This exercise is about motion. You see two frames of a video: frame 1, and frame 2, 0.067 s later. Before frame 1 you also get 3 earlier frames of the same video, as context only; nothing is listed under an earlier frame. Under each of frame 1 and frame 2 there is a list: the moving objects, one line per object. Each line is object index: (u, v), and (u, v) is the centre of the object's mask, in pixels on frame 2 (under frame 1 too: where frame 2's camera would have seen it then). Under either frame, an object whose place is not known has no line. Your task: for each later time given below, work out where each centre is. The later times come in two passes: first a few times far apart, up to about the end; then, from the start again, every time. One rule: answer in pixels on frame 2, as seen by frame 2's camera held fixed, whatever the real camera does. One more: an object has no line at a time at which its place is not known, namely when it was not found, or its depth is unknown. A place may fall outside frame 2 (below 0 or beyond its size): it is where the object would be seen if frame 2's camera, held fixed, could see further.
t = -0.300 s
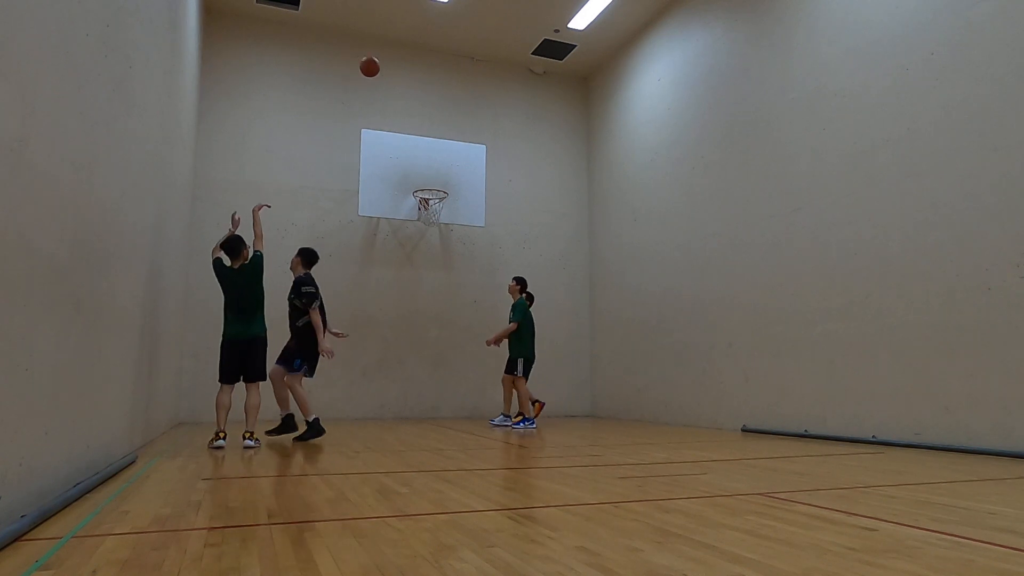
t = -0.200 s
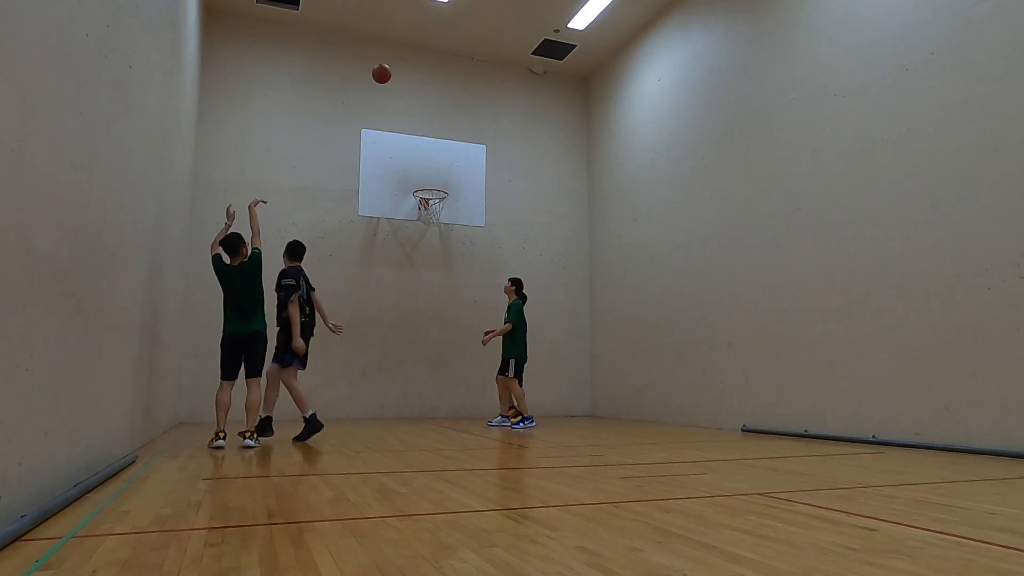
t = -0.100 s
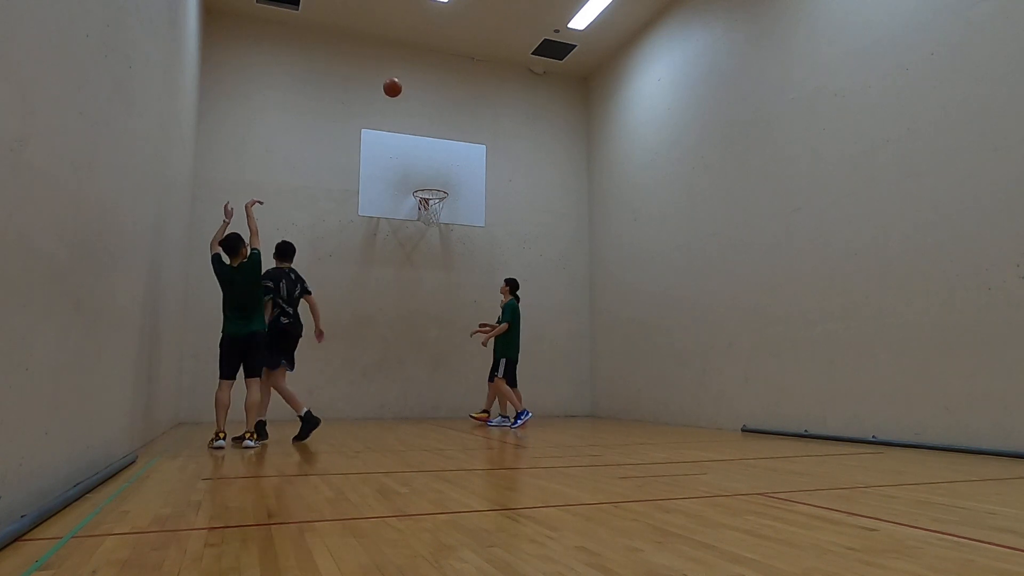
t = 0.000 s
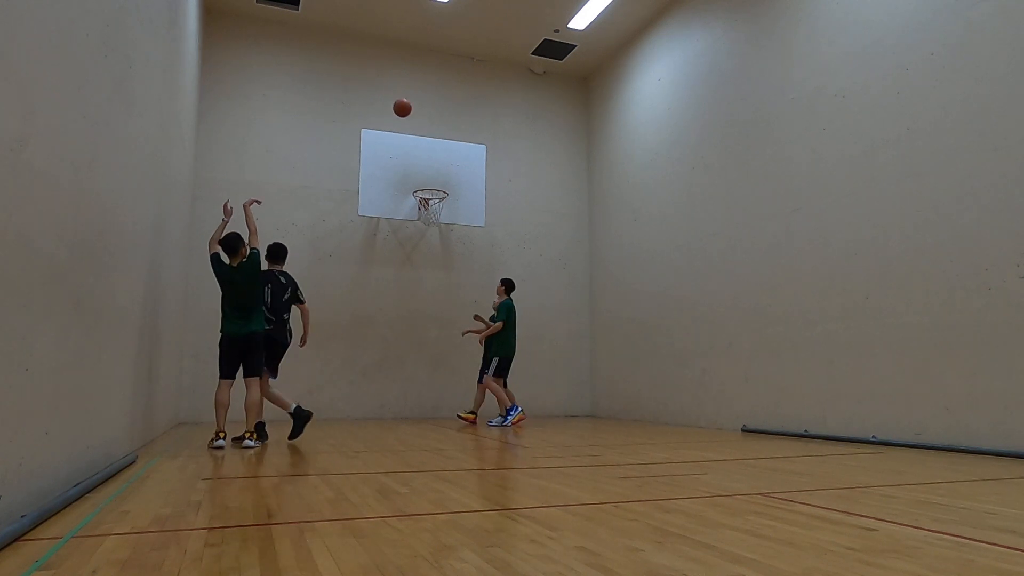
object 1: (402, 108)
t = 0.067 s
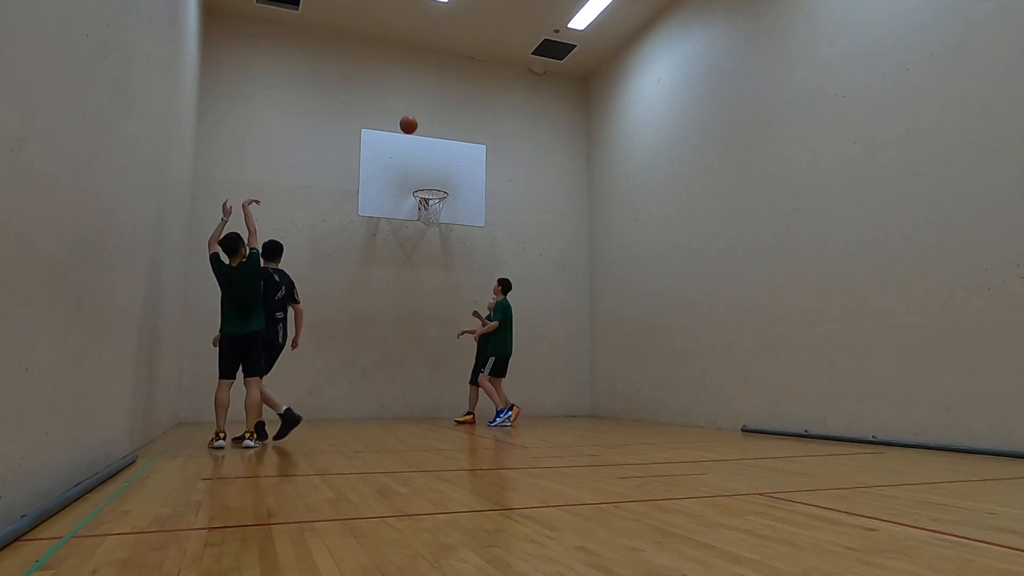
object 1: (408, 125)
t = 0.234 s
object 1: (422, 177)
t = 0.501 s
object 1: (437, 224)
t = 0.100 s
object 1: (411, 134)
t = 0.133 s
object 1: (414, 144)
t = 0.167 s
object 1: (417, 154)
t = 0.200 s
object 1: (420, 166)
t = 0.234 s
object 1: (422, 177)
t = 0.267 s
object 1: (425, 186)
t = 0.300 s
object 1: (431, 202)
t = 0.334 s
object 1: (433, 208)
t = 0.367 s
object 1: (430, 218)
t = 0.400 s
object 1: (432, 218)
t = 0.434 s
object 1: (434, 221)
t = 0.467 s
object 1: (436, 223)
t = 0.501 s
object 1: (437, 224)
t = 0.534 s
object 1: (438, 225)
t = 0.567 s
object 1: (438, 226)
